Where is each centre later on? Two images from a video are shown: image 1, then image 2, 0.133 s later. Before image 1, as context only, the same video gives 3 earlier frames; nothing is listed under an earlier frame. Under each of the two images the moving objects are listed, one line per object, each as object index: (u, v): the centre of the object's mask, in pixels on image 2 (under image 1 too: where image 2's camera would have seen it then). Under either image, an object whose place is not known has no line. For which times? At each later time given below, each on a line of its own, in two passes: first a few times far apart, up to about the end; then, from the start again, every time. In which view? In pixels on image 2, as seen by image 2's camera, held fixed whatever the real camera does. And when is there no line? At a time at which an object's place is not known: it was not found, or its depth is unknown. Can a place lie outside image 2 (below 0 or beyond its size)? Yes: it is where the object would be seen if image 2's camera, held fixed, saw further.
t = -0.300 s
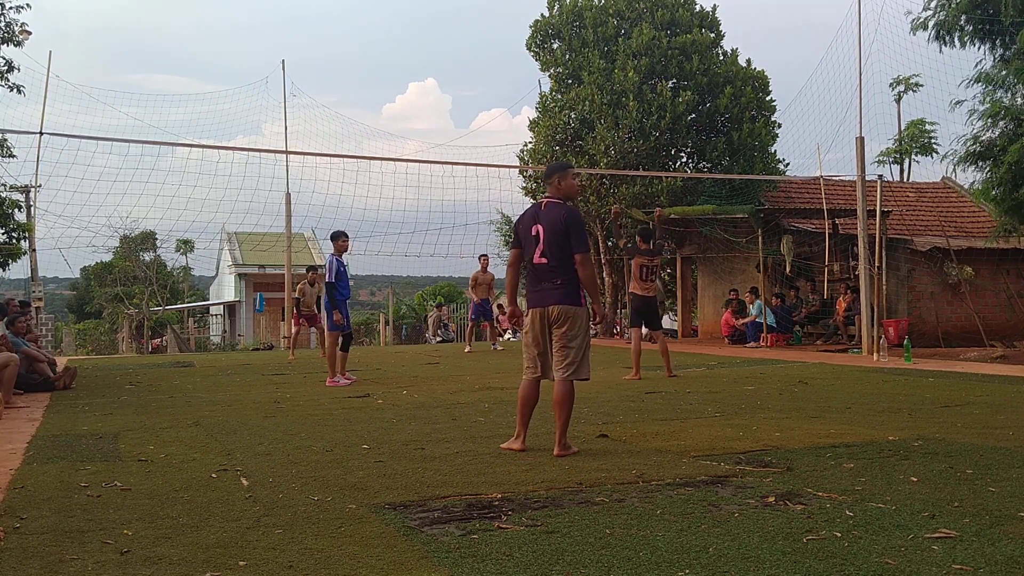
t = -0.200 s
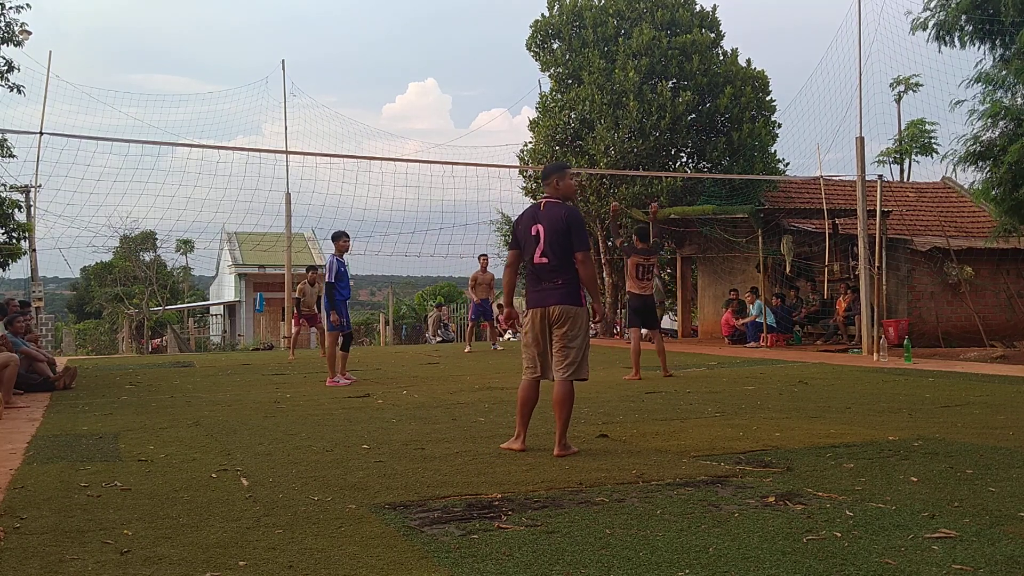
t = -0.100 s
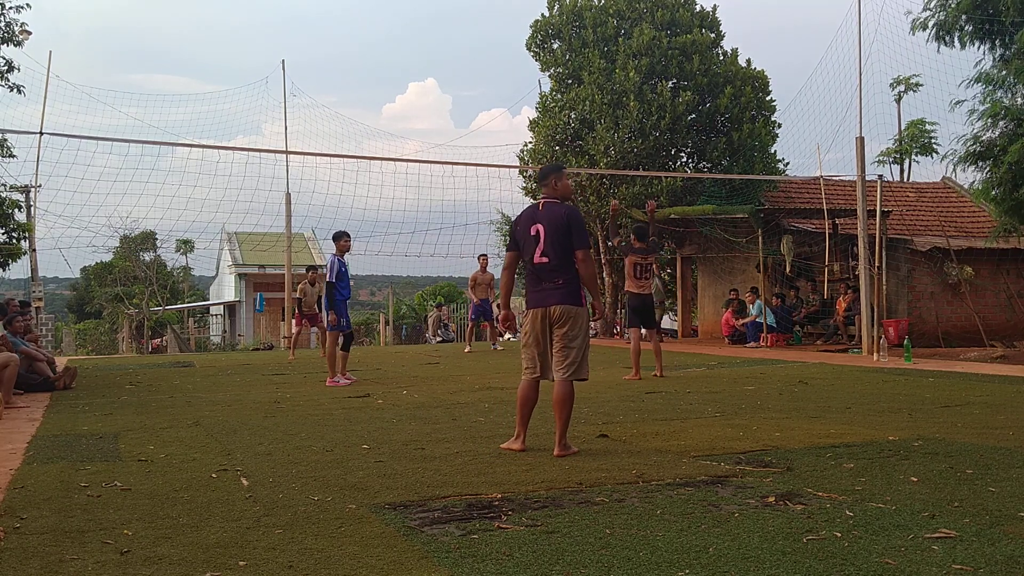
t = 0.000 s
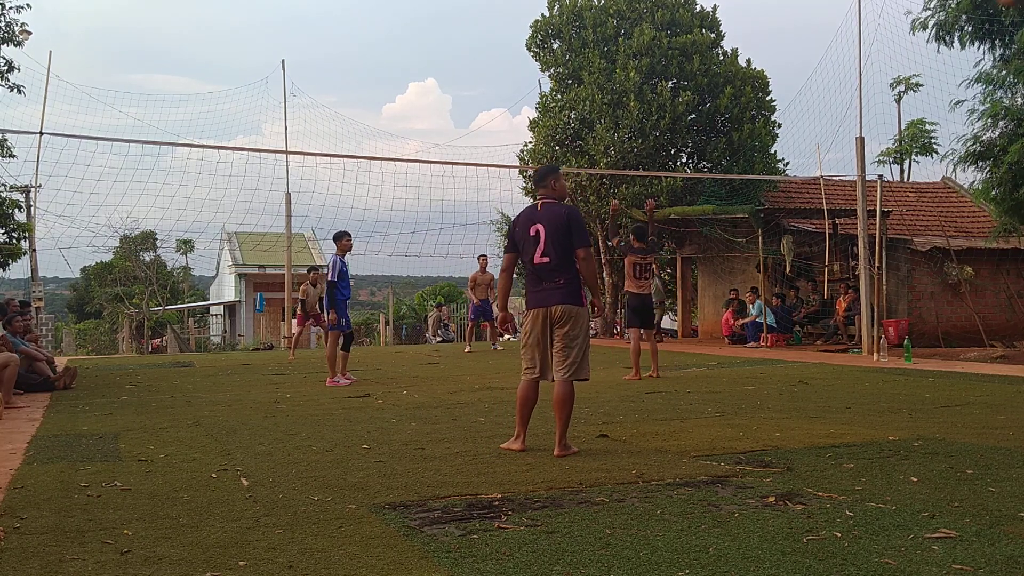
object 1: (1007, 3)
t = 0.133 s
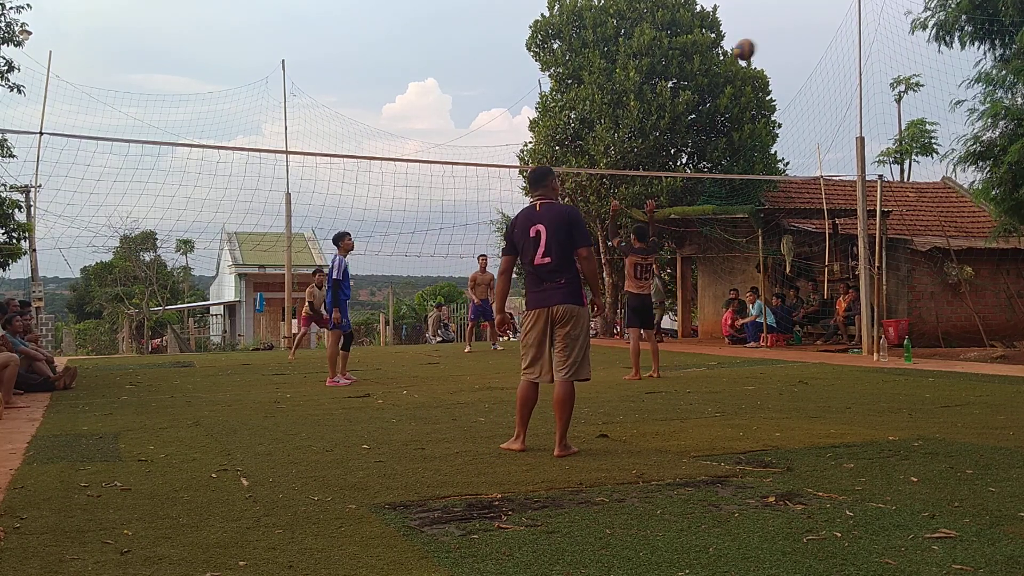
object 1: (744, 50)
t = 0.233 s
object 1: (615, 93)
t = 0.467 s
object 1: (434, 193)
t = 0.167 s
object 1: (697, 64)
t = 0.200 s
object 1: (655, 78)
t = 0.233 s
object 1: (615, 93)
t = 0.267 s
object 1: (582, 108)
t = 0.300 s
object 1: (550, 123)
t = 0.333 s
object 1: (523, 137)
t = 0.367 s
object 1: (498, 151)
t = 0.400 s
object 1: (475, 165)
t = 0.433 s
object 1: (454, 179)
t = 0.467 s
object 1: (434, 193)
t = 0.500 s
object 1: (416, 207)
